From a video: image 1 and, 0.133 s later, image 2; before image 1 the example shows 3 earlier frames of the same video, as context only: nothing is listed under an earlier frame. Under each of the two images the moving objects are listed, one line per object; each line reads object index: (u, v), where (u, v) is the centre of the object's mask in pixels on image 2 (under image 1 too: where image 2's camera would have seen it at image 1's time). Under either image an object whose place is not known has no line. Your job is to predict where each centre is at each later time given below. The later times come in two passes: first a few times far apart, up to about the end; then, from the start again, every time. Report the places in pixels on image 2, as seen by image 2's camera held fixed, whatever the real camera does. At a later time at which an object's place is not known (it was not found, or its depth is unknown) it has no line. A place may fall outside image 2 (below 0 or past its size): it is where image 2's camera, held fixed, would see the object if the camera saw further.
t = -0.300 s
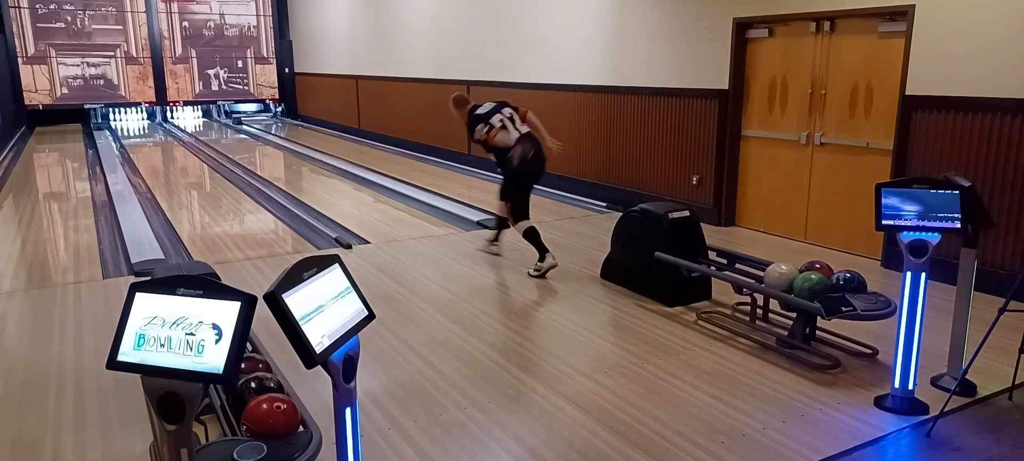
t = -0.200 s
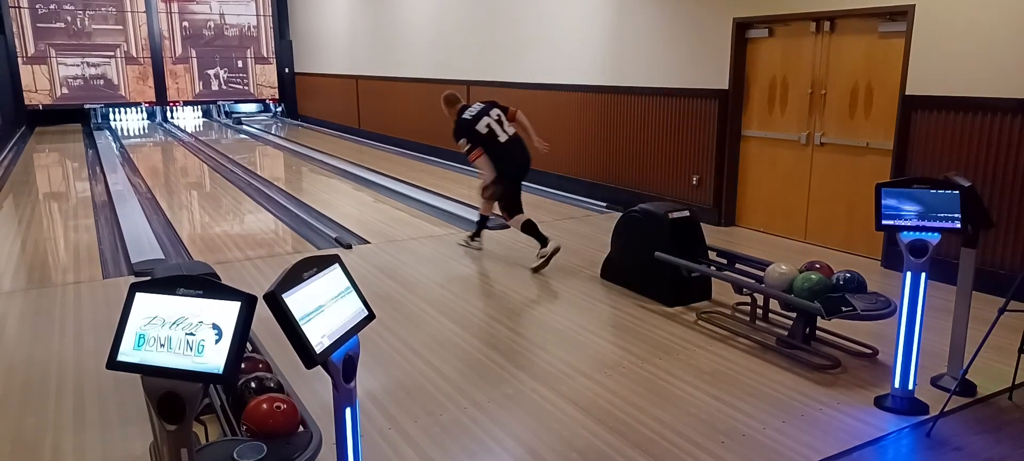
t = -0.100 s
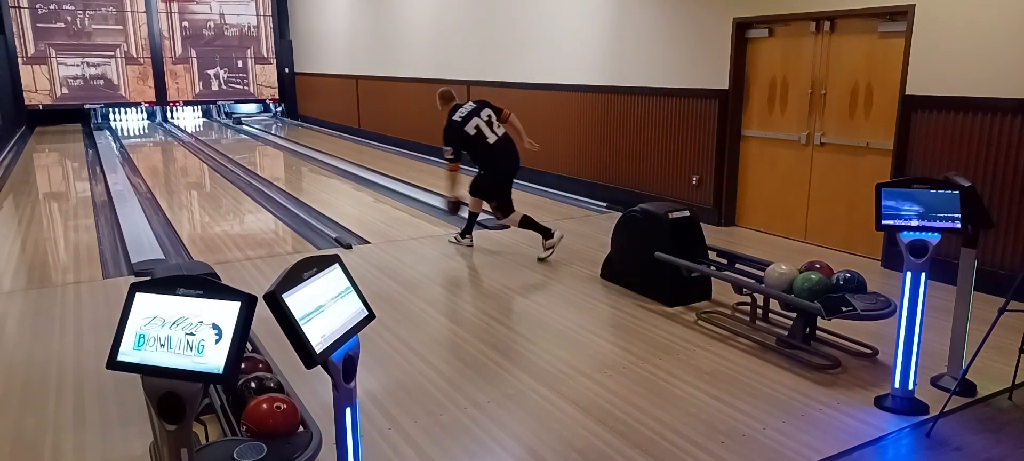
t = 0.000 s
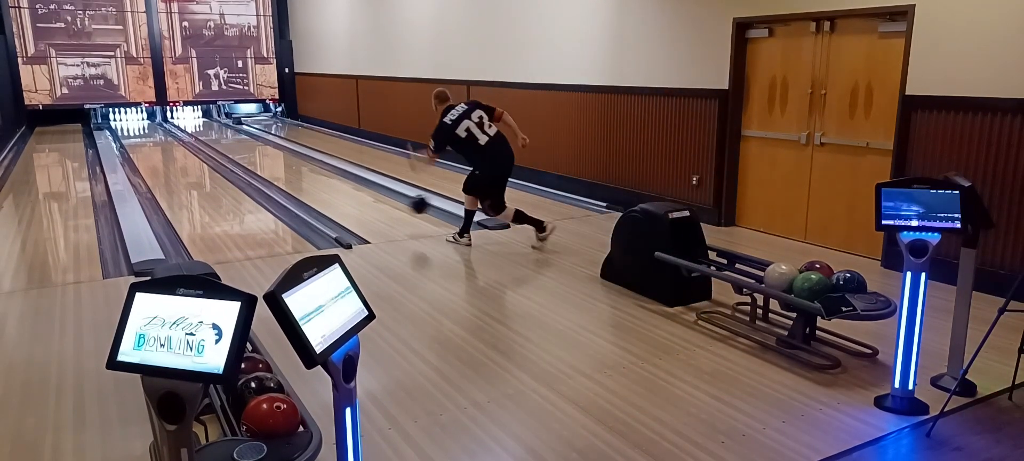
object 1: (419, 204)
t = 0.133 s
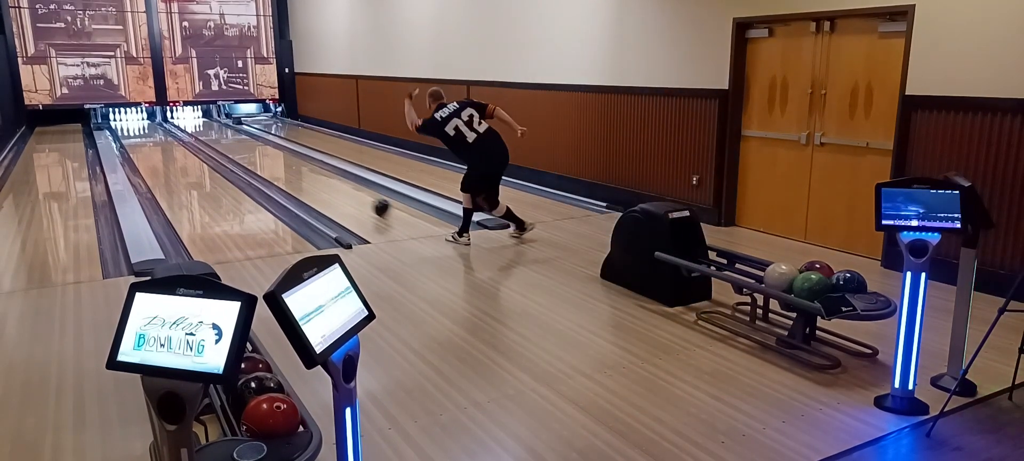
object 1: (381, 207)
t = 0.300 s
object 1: (343, 192)
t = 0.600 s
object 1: (292, 171)
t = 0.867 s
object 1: (260, 158)
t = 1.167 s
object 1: (232, 146)
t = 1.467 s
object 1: (211, 136)
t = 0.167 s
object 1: (373, 203)
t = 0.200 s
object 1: (365, 201)
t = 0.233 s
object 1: (357, 198)
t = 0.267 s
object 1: (350, 195)
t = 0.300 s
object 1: (343, 192)
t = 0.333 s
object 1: (337, 189)
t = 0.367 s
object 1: (330, 187)
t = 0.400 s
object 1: (324, 184)
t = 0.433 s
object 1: (318, 182)
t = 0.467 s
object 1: (313, 179)
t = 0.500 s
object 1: (307, 177)
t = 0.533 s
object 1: (302, 175)
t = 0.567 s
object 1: (297, 173)
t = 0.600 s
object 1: (292, 171)
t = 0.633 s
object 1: (288, 169)
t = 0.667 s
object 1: (283, 167)
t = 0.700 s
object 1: (279, 165)
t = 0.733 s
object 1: (275, 164)
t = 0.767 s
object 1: (271, 162)
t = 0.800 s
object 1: (267, 160)
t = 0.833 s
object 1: (263, 159)
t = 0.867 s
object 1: (260, 158)
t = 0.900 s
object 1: (256, 156)
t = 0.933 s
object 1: (253, 155)
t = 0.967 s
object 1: (250, 153)
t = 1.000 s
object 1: (246, 152)
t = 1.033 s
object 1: (243, 150)
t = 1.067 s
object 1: (240, 149)
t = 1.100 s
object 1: (237, 148)
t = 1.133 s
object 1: (234, 147)
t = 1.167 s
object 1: (232, 146)
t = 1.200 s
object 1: (229, 145)
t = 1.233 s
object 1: (227, 143)
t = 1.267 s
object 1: (224, 142)
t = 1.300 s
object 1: (222, 141)
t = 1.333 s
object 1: (220, 140)
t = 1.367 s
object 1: (217, 139)
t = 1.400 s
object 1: (215, 138)
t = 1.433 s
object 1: (213, 137)
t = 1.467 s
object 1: (211, 136)
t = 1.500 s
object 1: (209, 135)
